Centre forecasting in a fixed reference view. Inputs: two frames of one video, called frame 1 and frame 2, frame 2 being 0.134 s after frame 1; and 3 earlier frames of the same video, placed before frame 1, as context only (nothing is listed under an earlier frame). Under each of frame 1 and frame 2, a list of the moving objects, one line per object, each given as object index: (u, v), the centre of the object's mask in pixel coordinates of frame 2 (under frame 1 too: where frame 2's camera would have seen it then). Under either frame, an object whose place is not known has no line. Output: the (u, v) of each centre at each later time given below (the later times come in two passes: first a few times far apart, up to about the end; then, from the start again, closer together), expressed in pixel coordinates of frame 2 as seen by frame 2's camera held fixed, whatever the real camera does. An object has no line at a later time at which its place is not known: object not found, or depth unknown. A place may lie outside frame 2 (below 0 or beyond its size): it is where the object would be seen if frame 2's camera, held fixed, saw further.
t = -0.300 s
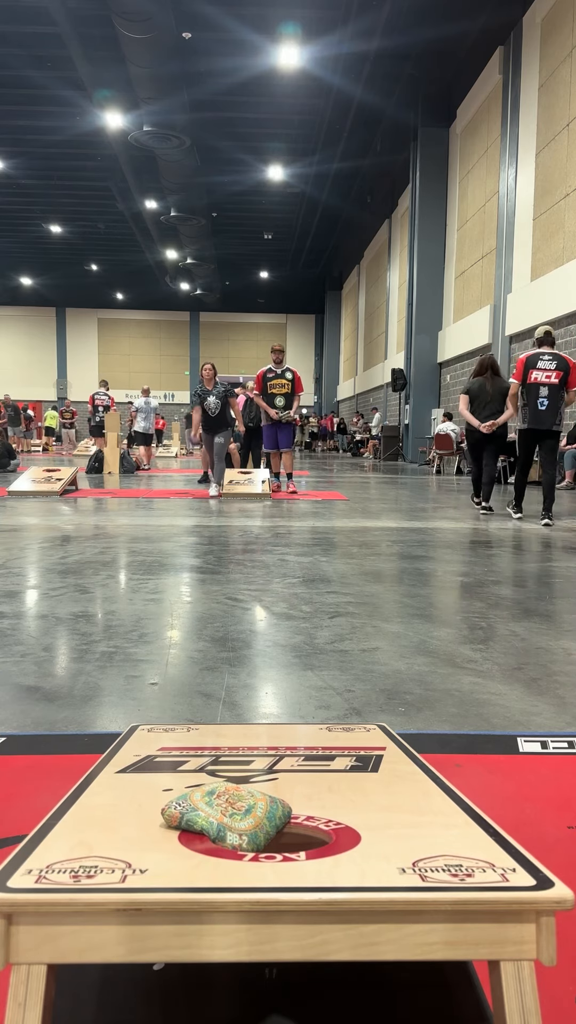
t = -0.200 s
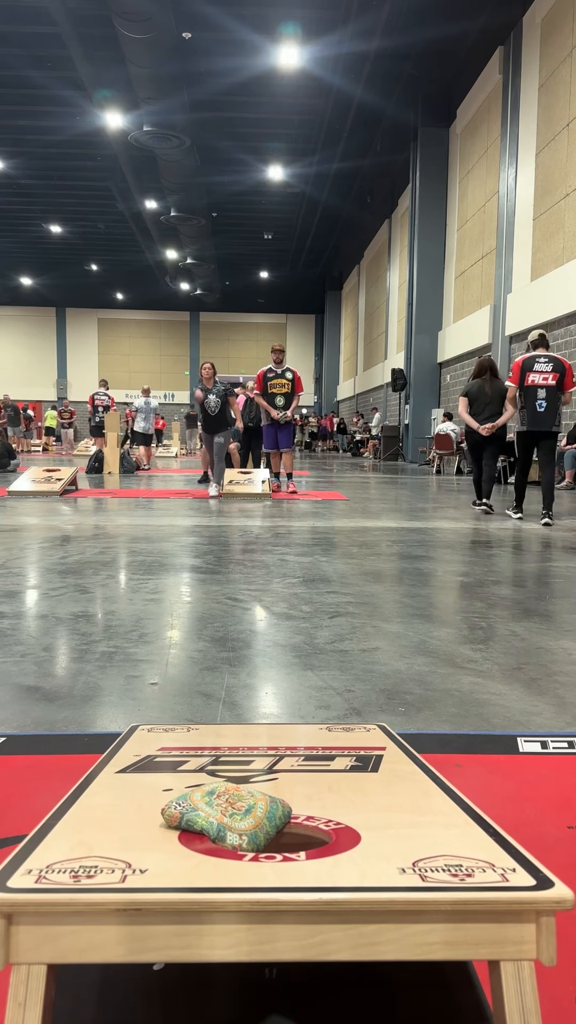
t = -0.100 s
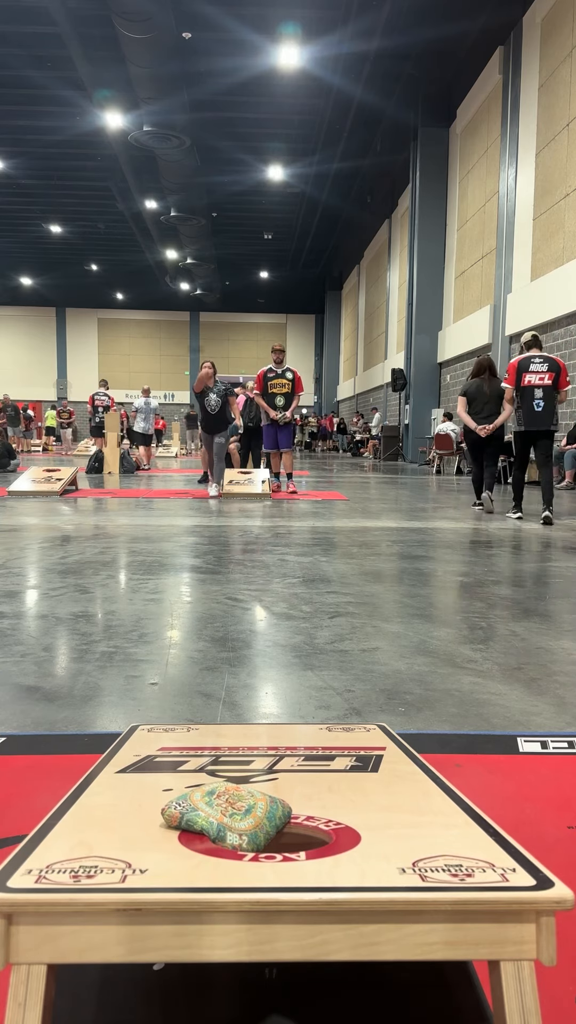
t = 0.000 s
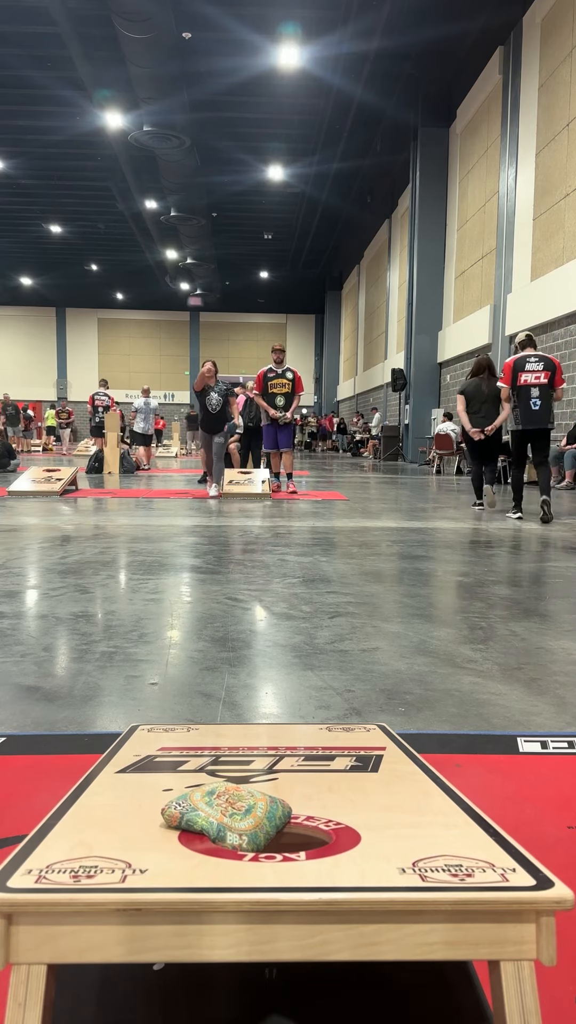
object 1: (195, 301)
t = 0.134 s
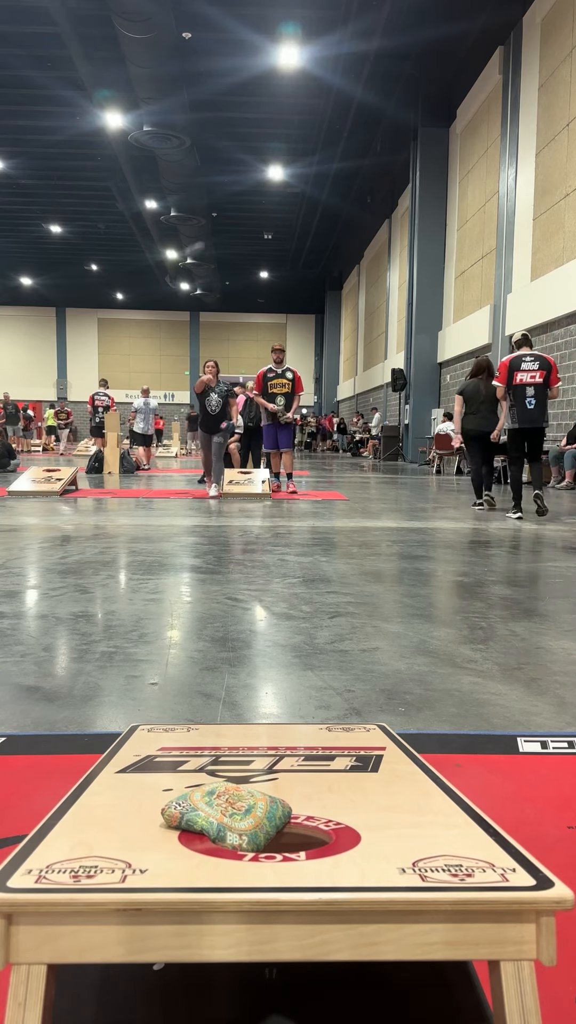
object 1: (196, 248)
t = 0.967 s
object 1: (195, 752)
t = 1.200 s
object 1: (217, 776)
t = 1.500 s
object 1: (234, 799)
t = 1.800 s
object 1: (234, 799)
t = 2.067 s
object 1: (234, 799)
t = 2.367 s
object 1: (234, 799)
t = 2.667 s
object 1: (234, 799)
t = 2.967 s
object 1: (234, 799)
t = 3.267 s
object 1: (234, 799)
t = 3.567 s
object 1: (234, 799)
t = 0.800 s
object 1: (200, 327)
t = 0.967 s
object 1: (195, 752)
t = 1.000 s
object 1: (204, 751)
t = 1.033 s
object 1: (206, 756)
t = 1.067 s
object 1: (206, 763)
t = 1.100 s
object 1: (208, 771)
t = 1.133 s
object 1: (213, 771)
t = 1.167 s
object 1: (213, 772)
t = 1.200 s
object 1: (217, 776)
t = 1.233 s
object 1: (222, 781)
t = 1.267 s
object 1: (227, 787)
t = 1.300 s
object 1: (231, 792)
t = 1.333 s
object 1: (233, 796)
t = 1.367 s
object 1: (234, 799)
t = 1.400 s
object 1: (234, 799)
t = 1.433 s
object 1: (234, 799)
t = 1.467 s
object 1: (234, 799)
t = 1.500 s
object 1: (234, 799)
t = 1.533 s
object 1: (234, 799)
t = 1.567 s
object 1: (234, 799)
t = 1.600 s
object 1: (234, 799)
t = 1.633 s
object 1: (234, 799)
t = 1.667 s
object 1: (234, 799)
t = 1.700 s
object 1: (234, 799)
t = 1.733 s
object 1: (234, 799)
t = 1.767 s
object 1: (234, 799)
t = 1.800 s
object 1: (234, 799)
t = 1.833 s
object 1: (234, 799)
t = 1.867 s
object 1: (234, 799)
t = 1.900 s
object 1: (234, 799)
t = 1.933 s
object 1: (234, 799)
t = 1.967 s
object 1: (234, 799)
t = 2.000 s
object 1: (234, 799)
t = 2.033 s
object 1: (234, 799)
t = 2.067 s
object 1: (234, 799)
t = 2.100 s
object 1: (234, 799)
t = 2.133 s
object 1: (234, 799)
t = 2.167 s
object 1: (234, 799)
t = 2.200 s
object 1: (234, 799)
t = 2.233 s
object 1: (234, 799)
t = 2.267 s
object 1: (234, 799)
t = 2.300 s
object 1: (234, 799)
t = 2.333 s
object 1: (234, 799)
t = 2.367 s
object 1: (234, 799)
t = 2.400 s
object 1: (234, 799)
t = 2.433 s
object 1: (234, 799)
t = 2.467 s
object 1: (234, 799)
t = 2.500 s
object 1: (234, 799)
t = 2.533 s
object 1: (234, 799)
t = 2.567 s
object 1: (234, 799)
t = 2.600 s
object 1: (234, 799)
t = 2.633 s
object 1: (234, 799)
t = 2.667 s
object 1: (234, 799)
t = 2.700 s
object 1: (234, 799)
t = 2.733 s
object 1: (234, 799)
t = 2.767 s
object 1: (234, 799)
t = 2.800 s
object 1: (234, 799)
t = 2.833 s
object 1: (234, 799)
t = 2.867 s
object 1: (234, 799)
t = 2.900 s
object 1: (234, 799)
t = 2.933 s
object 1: (234, 799)
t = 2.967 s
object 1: (234, 799)
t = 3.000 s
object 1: (234, 799)
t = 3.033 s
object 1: (234, 799)
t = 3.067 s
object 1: (234, 799)
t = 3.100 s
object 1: (234, 799)
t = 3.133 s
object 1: (234, 799)
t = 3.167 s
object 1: (234, 799)
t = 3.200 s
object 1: (234, 799)
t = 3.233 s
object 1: (234, 799)
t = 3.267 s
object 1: (234, 799)
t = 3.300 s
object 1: (234, 799)
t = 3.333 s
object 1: (234, 799)
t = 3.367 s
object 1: (234, 799)
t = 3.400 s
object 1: (234, 799)
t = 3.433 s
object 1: (234, 799)
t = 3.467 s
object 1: (234, 799)
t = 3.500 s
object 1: (234, 799)
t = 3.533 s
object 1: (234, 799)
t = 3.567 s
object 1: (234, 799)
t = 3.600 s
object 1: (234, 799)
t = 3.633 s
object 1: (234, 799)
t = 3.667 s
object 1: (234, 799)
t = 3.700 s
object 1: (234, 799)
